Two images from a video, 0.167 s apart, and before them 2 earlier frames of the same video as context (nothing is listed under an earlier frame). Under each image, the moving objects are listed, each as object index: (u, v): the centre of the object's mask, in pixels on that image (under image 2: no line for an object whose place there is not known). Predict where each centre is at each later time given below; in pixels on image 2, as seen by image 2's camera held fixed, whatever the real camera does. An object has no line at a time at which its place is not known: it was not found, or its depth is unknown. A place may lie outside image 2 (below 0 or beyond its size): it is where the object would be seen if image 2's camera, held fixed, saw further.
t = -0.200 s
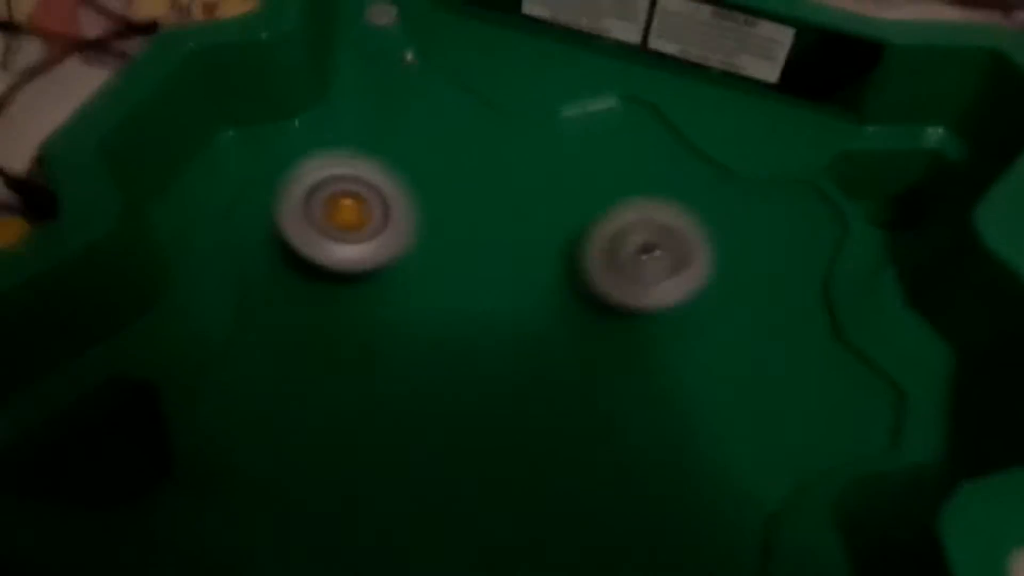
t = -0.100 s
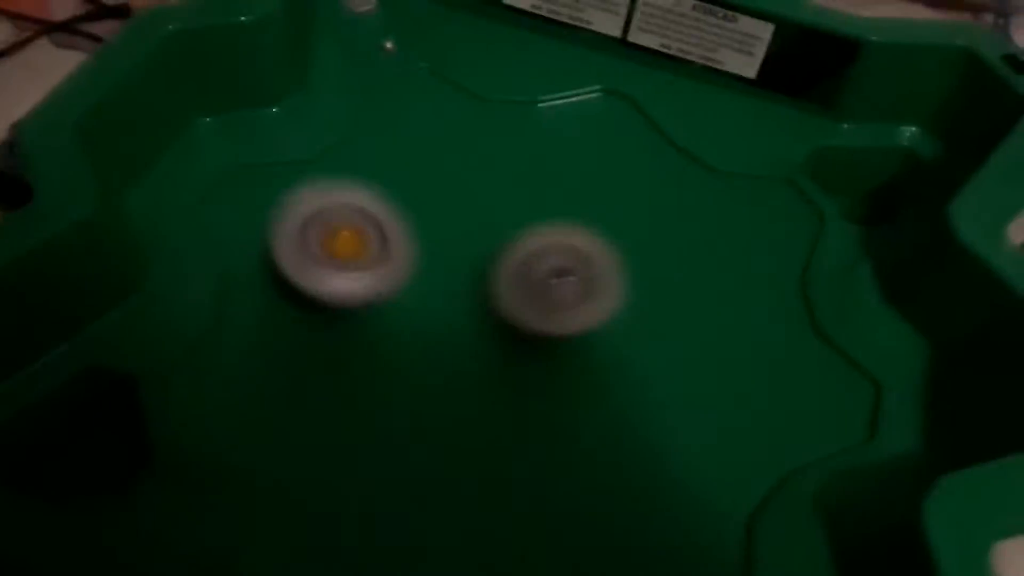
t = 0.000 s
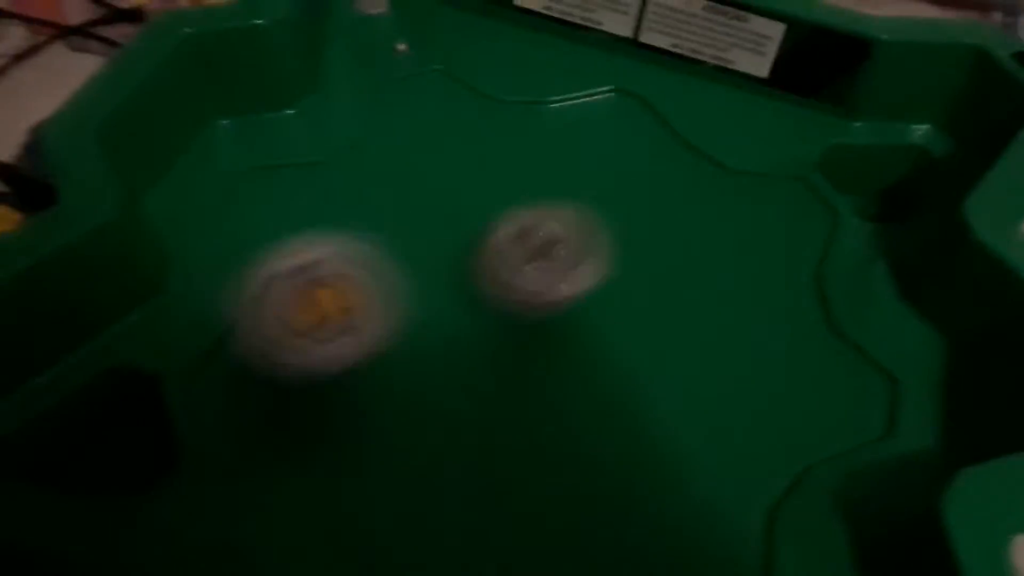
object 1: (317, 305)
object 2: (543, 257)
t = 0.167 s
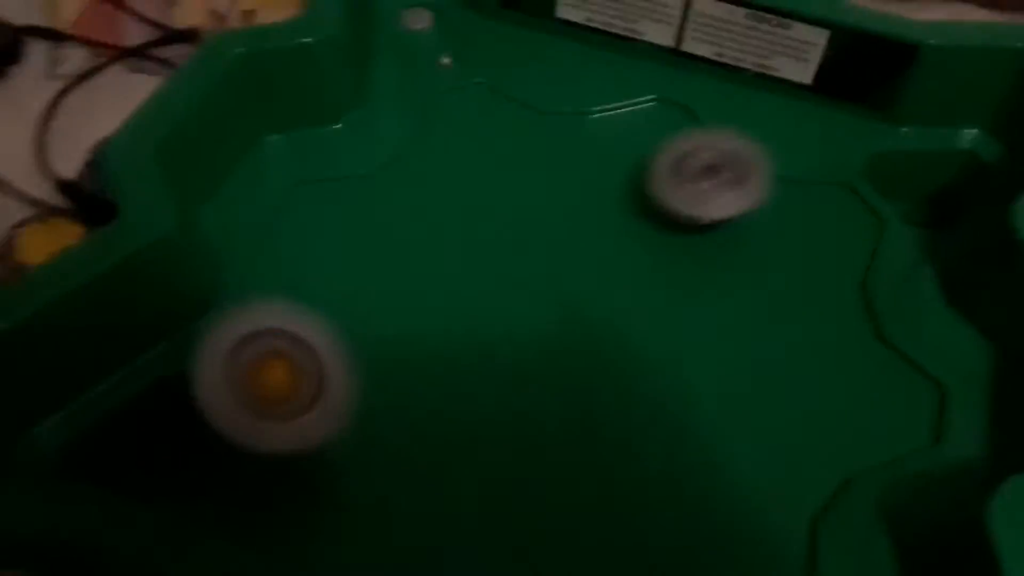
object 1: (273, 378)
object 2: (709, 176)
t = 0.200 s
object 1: (273, 378)
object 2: (727, 169)
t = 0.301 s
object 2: (776, 175)
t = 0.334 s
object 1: (272, 387)
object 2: (789, 187)
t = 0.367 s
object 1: (273, 392)
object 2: (798, 201)
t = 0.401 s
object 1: (277, 394)
